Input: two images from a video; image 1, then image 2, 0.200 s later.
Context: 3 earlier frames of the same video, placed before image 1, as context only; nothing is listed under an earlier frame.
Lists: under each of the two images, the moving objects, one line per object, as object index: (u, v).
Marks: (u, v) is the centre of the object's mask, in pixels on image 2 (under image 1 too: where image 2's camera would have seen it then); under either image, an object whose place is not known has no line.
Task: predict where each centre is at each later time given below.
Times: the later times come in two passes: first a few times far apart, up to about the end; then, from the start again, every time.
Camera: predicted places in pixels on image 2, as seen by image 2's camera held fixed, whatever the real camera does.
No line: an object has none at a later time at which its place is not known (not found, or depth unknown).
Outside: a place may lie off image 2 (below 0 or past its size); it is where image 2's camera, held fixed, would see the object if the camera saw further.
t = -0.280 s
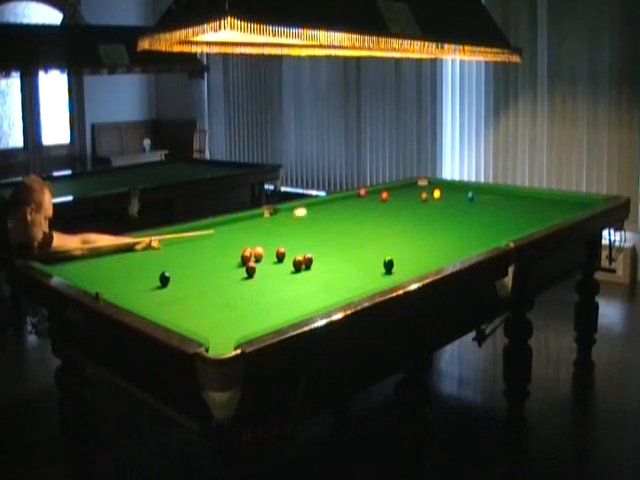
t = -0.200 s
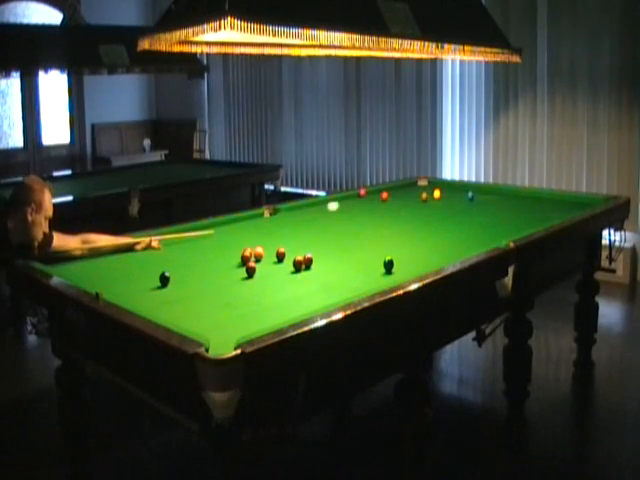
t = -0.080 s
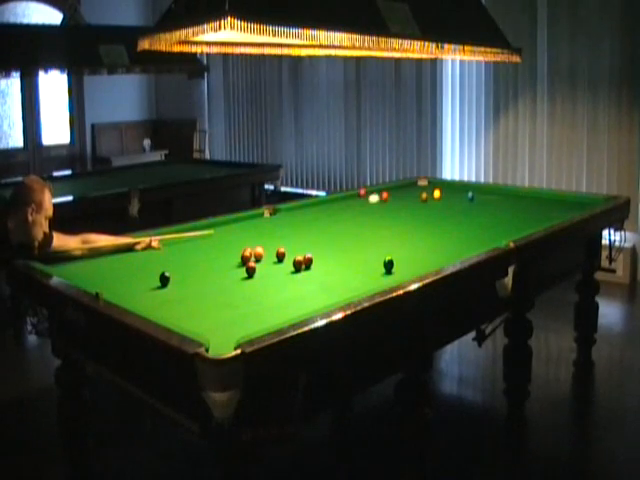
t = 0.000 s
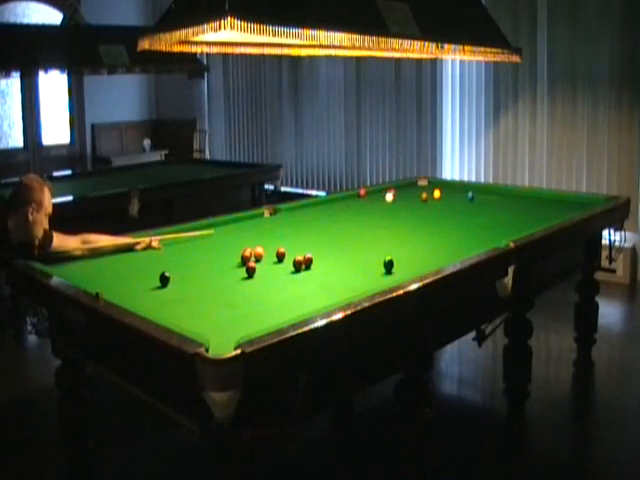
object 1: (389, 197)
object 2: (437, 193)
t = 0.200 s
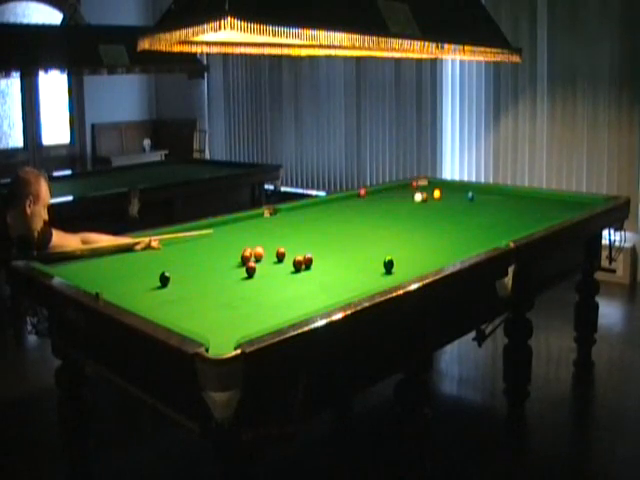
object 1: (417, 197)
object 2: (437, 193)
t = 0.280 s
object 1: (426, 197)
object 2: (437, 193)
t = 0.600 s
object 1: (458, 200)
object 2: (442, 193)
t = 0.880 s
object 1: (486, 202)
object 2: (449, 192)
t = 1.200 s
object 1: (518, 205)
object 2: (455, 191)
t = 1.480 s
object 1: (546, 207)
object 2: (459, 191)
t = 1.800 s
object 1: (577, 208)
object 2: (463, 190)
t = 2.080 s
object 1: (566, 208)
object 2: (465, 190)
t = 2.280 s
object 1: (556, 207)
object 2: (467, 189)
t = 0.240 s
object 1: (422, 197)
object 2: (437, 193)
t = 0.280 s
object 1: (426, 197)
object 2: (437, 193)
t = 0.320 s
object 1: (429, 197)
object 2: (437, 193)
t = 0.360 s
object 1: (435, 197)
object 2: (438, 192)
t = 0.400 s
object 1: (438, 197)
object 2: (438, 191)
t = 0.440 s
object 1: (442, 198)
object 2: (437, 192)
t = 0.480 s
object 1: (446, 199)
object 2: (438, 193)
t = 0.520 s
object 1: (450, 199)
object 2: (440, 193)
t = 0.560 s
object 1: (454, 200)
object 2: (441, 193)
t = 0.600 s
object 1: (458, 200)
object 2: (442, 193)
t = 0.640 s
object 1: (462, 200)
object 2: (443, 193)
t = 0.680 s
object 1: (466, 201)
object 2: (444, 193)
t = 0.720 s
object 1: (471, 200)
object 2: (445, 193)
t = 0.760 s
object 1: (474, 201)
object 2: (446, 193)
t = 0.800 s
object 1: (478, 201)
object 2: (447, 193)
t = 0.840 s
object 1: (482, 202)
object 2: (448, 193)
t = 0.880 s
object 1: (486, 202)
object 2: (449, 192)
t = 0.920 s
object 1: (491, 202)
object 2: (449, 192)
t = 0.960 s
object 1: (494, 203)
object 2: (450, 192)
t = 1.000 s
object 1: (498, 203)
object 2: (451, 192)
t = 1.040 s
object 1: (502, 203)
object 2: (452, 192)
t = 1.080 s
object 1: (506, 204)
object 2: (452, 192)
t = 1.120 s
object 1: (511, 204)
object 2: (453, 192)
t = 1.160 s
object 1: (514, 204)
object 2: (454, 191)
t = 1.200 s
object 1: (518, 205)
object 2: (455, 191)
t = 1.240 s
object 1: (522, 205)
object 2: (455, 191)
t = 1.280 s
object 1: (526, 205)
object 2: (456, 191)
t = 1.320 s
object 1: (530, 206)
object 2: (457, 191)
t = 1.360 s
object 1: (534, 206)
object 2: (457, 191)
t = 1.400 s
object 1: (538, 206)
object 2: (458, 191)
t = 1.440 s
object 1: (542, 206)
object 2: (458, 191)
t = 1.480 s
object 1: (546, 207)
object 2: (459, 191)
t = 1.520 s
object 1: (550, 207)
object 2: (460, 191)
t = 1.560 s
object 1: (554, 207)
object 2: (460, 191)
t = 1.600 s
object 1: (558, 208)
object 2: (460, 191)
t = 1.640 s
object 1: (562, 208)
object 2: (461, 190)
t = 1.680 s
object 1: (565, 208)
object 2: (462, 190)
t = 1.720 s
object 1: (569, 209)
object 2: (462, 190)
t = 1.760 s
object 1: (573, 209)
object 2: (463, 190)
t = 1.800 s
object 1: (577, 208)
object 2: (463, 190)
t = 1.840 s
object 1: (580, 208)
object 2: (464, 190)
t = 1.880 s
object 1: (577, 209)
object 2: (464, 190)
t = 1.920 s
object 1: (575, 208)
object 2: (464, 190)
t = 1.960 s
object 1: (573, 208)
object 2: (464, 190)
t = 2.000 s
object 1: (571, 208)
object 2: (465, 190)
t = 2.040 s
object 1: (568, 208)
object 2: (465, 190)
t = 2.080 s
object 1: (566, 208)
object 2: (465, 190)
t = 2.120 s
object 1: (564, 208)
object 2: (466, 190)
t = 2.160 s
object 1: (562, 207)
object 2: (466, 189)
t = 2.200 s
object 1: (560, 207)
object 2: (466, 189)
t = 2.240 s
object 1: (558, 207)
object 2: (467, 189)
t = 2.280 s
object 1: (556, 207)
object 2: (467, 189)
